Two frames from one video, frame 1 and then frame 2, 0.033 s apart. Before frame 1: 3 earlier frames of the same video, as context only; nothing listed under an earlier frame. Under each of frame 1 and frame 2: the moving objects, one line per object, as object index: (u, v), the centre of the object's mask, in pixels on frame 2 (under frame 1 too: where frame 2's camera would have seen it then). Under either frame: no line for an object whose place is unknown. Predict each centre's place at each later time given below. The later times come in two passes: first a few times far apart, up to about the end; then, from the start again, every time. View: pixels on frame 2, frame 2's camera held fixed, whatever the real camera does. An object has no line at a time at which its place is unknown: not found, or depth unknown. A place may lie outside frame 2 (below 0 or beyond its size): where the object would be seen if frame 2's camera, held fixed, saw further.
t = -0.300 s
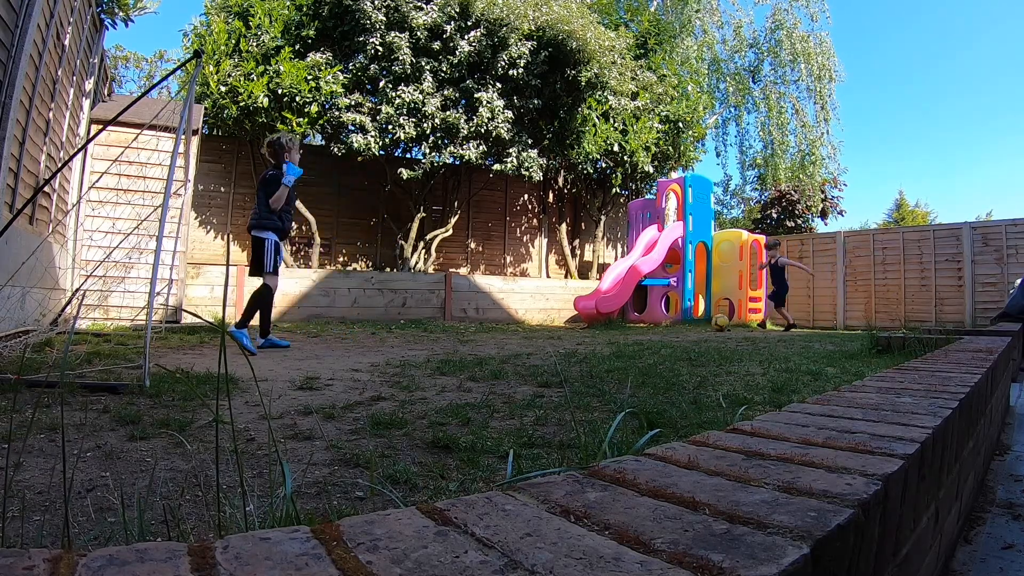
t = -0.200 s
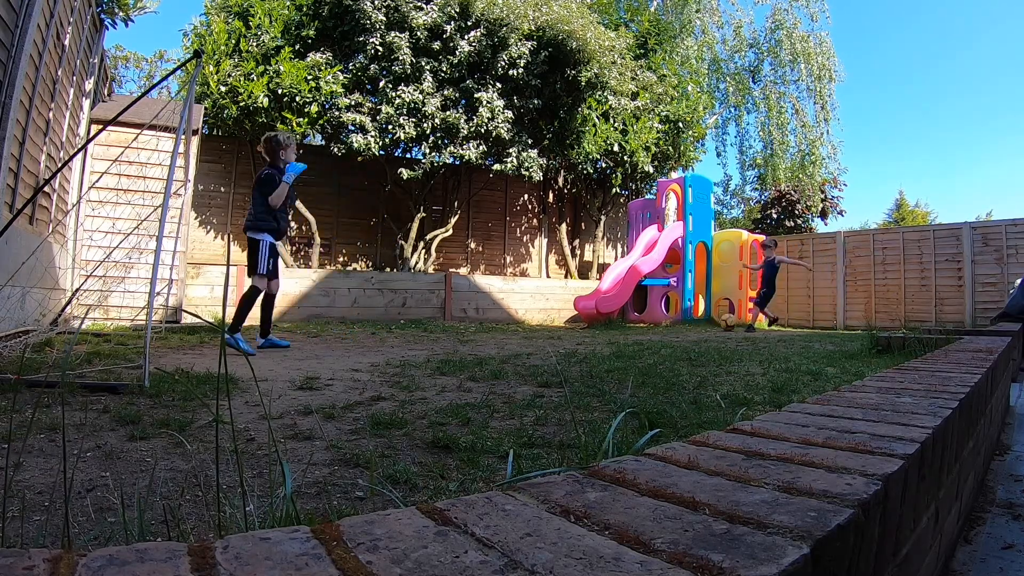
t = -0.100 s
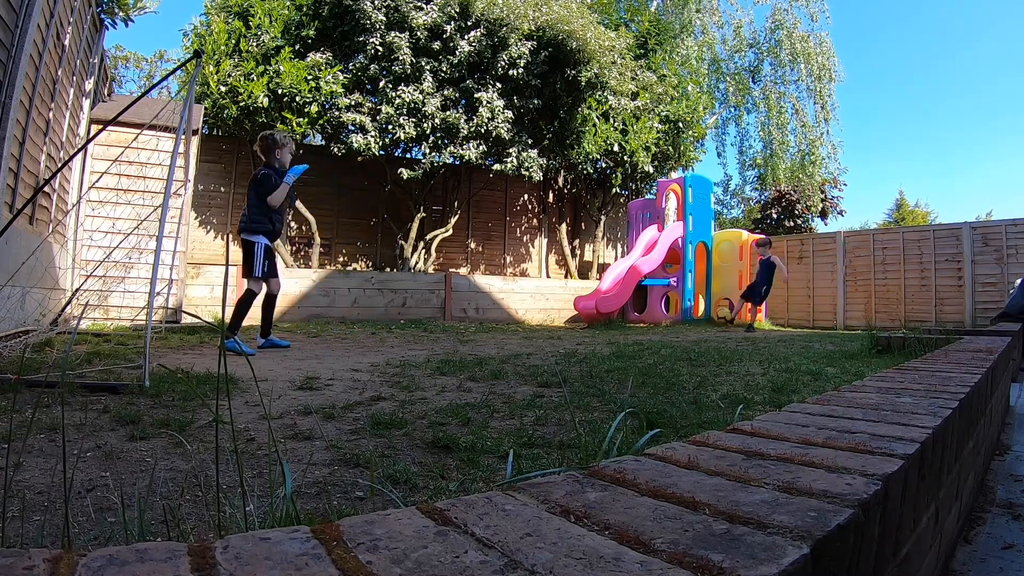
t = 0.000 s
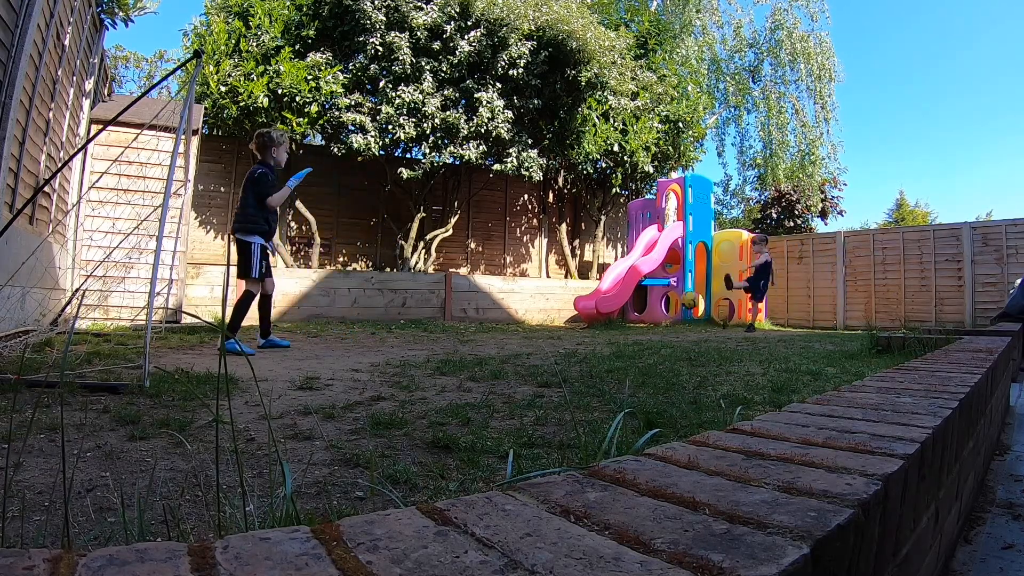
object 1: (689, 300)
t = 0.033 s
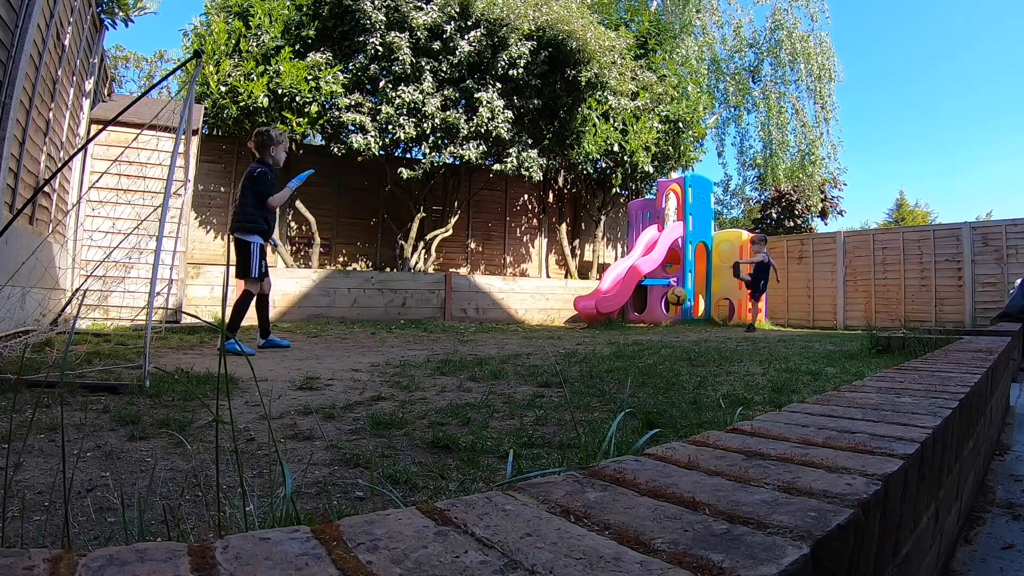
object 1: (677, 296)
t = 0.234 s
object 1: (581, 296)
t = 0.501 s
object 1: (405, 308)
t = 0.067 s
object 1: (664, 293)
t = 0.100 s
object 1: (649, 292)
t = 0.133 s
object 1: (635, 290)
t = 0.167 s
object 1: (618, 291)
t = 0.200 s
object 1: (600, 293)
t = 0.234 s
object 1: (581, 296)
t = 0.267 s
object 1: (560, 301)
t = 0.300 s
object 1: (538, 307)
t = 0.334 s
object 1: (513, 316)
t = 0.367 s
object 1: (488, 328)
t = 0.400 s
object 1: (467, 326)
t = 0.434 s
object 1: (447, 318)
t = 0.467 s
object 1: (427, 313)
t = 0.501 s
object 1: (405, 308)
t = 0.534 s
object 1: (383, 305)
